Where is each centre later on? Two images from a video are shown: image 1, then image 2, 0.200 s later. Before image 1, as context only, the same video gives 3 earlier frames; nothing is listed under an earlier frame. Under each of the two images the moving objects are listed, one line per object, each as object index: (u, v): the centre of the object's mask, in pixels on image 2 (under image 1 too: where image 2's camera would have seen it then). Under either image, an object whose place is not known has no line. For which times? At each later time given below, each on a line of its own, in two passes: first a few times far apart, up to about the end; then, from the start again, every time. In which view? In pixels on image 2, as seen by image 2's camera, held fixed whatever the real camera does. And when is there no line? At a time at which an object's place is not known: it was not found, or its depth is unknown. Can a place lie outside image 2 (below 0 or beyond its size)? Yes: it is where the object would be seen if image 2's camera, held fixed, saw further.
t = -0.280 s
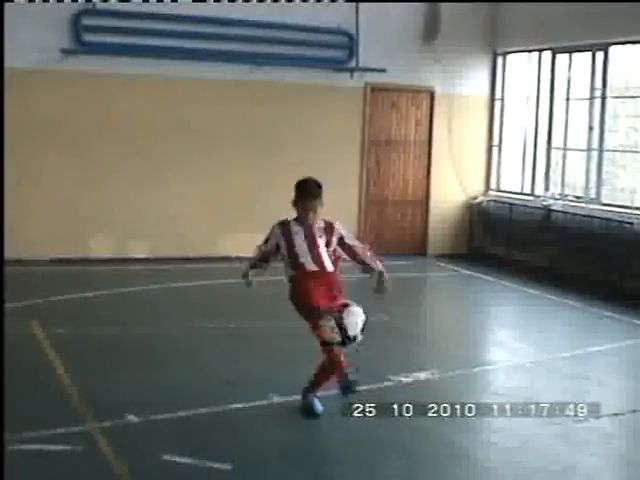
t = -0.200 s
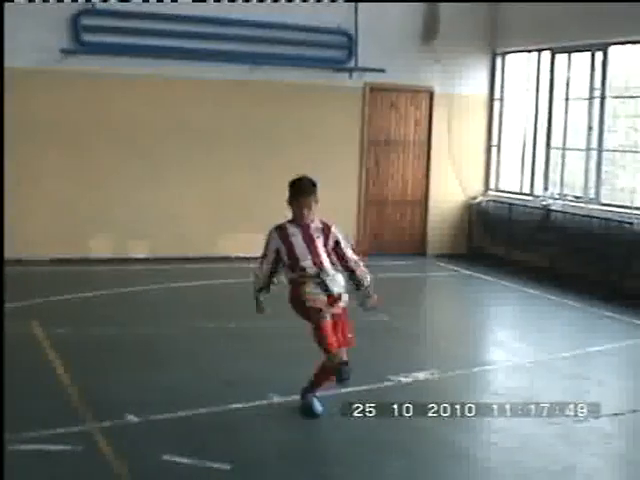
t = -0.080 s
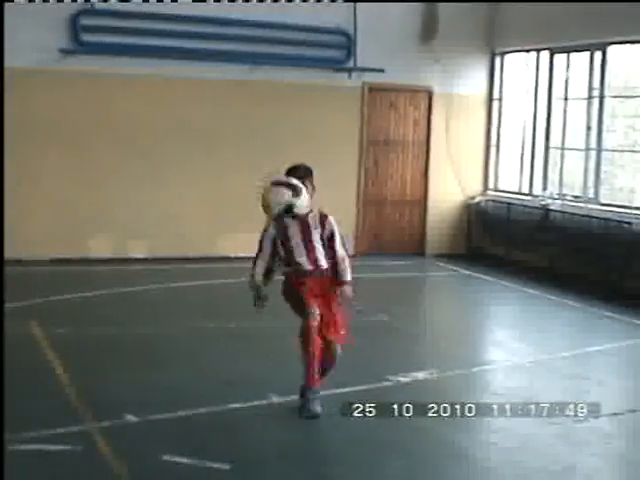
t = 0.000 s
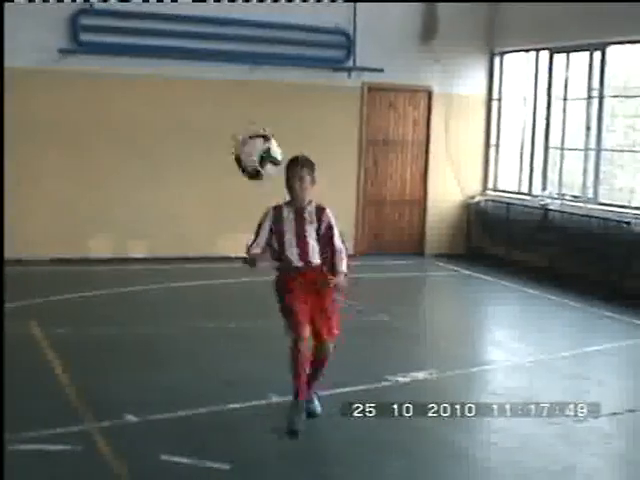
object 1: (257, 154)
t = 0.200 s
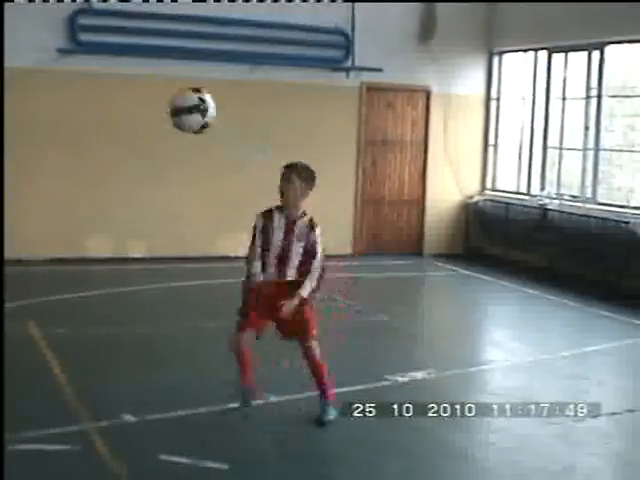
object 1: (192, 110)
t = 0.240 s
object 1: (179, 112)
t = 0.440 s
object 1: (120, 169)
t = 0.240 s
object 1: (179, 112)
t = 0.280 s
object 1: (168, 116)
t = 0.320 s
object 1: (155, 124)
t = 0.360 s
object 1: (143, 137)
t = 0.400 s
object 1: (132, 150)
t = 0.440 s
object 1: (120, 169)
